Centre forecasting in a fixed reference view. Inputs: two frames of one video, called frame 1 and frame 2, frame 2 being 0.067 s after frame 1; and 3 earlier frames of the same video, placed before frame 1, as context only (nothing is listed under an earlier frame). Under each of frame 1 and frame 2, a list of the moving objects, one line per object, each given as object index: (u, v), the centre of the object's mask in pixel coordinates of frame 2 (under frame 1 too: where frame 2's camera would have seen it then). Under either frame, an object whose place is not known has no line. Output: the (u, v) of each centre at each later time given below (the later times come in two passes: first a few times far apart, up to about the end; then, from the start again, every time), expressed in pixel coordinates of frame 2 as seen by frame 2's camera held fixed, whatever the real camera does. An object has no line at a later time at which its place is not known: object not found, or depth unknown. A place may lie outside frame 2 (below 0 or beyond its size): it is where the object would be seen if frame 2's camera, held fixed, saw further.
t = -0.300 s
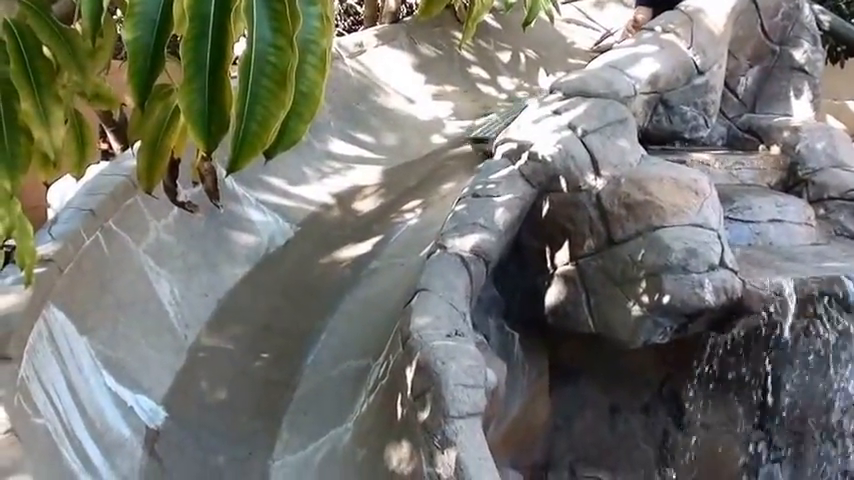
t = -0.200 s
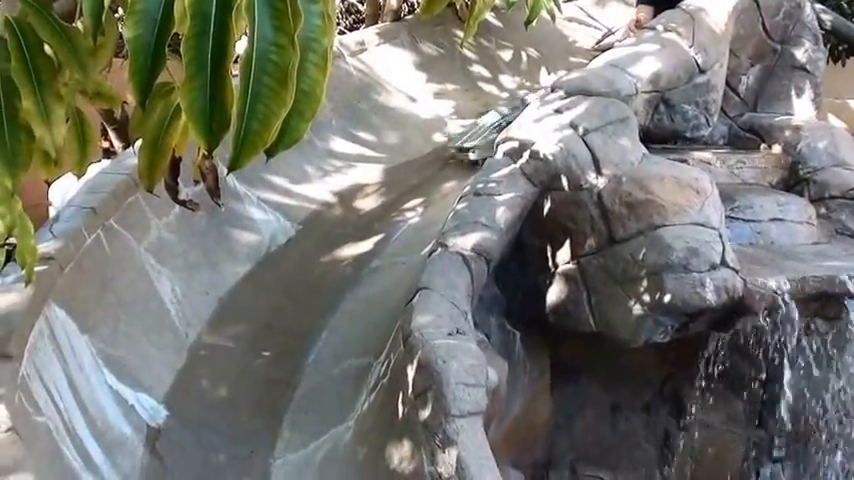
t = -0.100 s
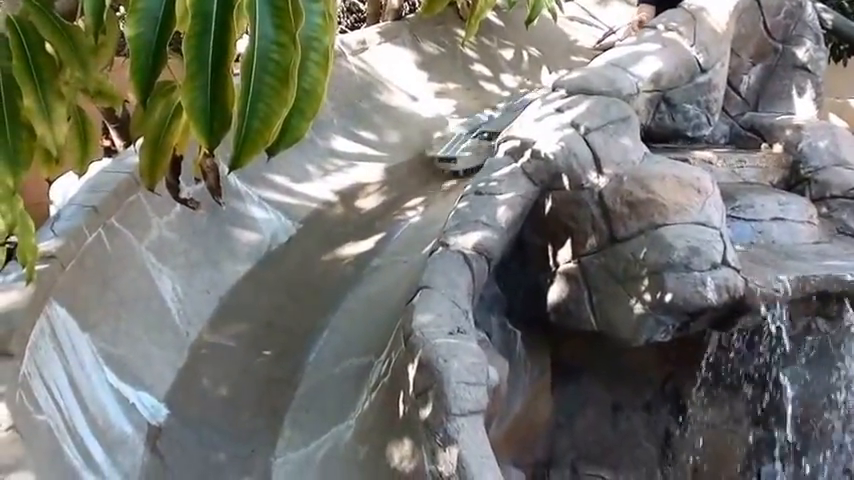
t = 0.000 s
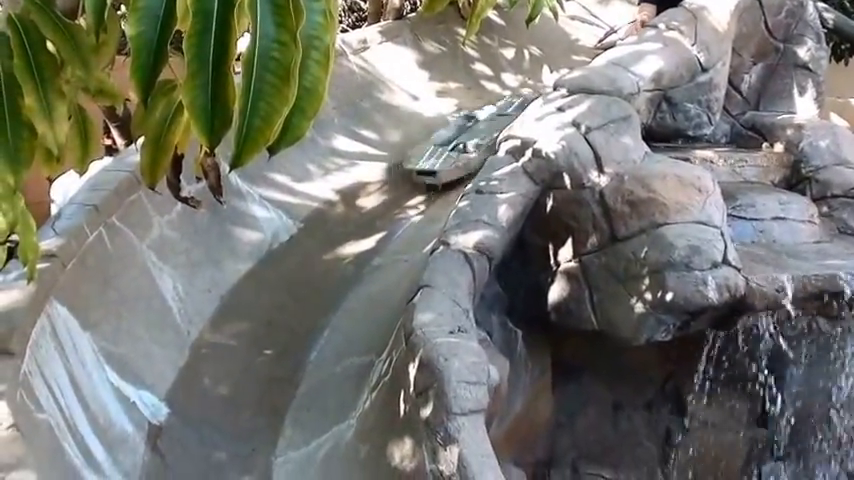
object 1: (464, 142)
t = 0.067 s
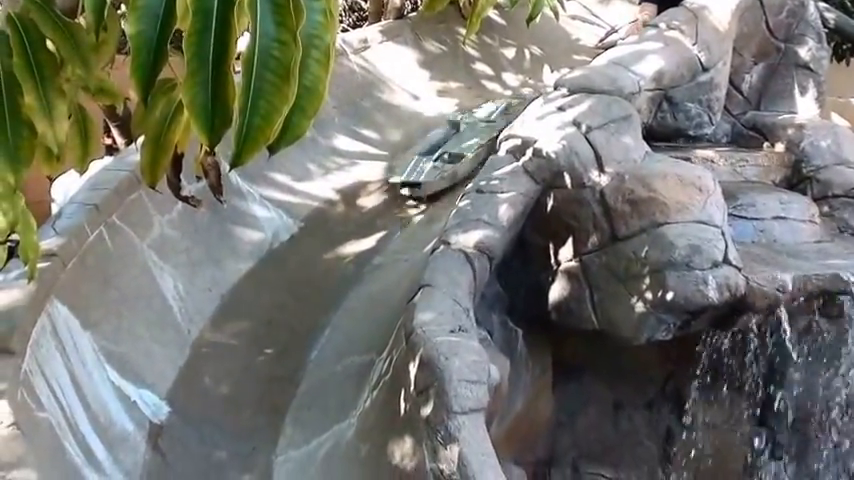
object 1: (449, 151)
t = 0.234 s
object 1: (404, 178)
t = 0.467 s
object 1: (338, 236)
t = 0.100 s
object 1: (440, 156)
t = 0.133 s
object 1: (432, 160)
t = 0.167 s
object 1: (423, 166)
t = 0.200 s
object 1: (414, 171)
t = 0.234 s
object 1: (404, 178)
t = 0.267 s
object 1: (394, 185)
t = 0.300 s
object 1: (385, 193)
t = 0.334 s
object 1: (375, 201)
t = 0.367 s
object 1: (366, 209)
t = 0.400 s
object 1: (358, 218)
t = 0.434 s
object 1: (348, 227)
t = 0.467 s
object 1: (338, 236)
